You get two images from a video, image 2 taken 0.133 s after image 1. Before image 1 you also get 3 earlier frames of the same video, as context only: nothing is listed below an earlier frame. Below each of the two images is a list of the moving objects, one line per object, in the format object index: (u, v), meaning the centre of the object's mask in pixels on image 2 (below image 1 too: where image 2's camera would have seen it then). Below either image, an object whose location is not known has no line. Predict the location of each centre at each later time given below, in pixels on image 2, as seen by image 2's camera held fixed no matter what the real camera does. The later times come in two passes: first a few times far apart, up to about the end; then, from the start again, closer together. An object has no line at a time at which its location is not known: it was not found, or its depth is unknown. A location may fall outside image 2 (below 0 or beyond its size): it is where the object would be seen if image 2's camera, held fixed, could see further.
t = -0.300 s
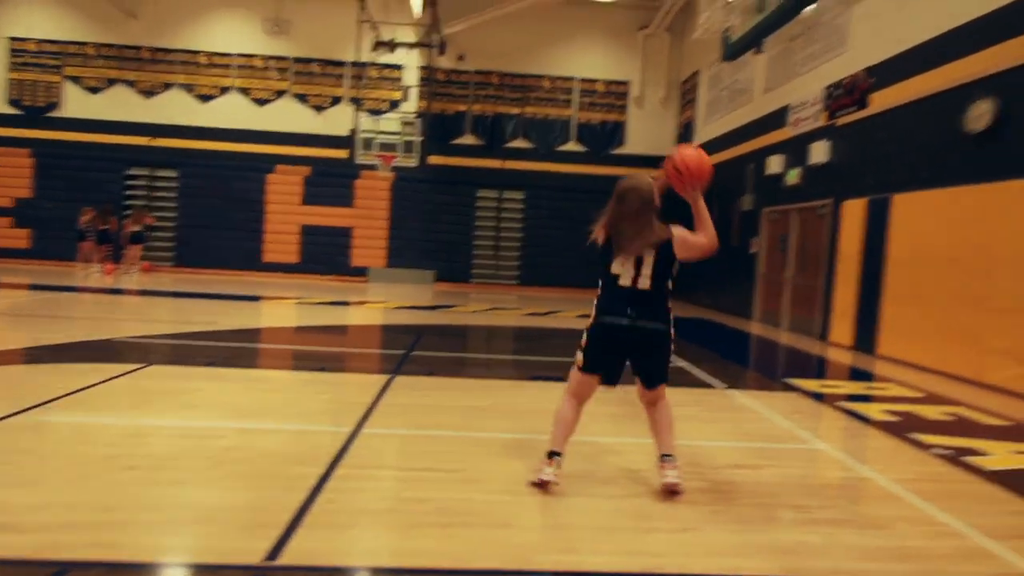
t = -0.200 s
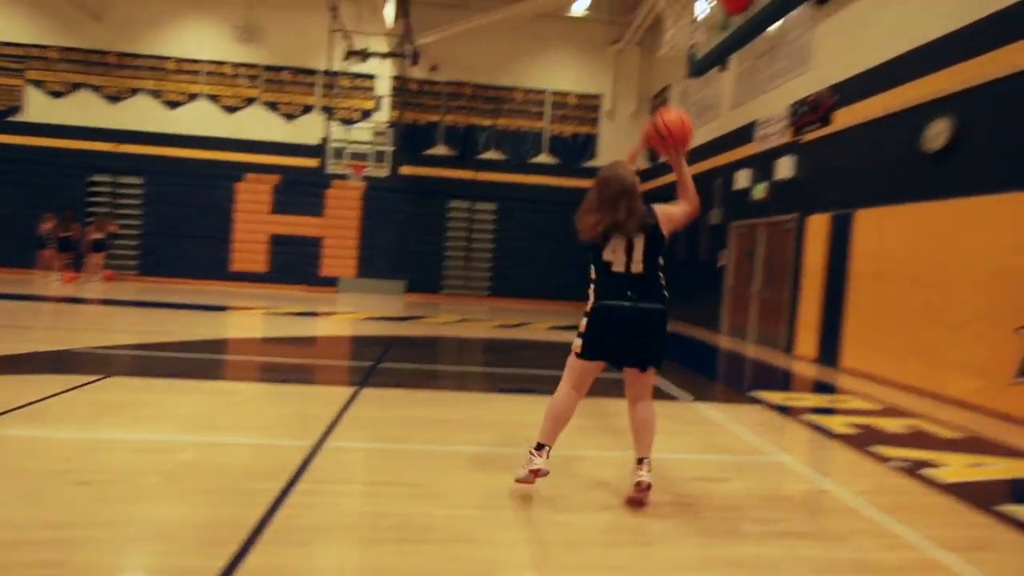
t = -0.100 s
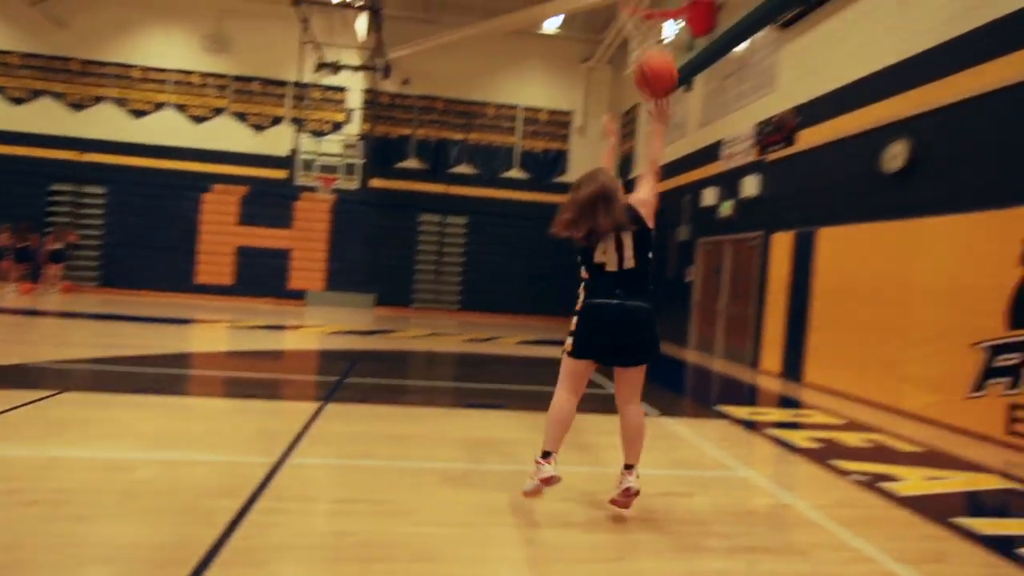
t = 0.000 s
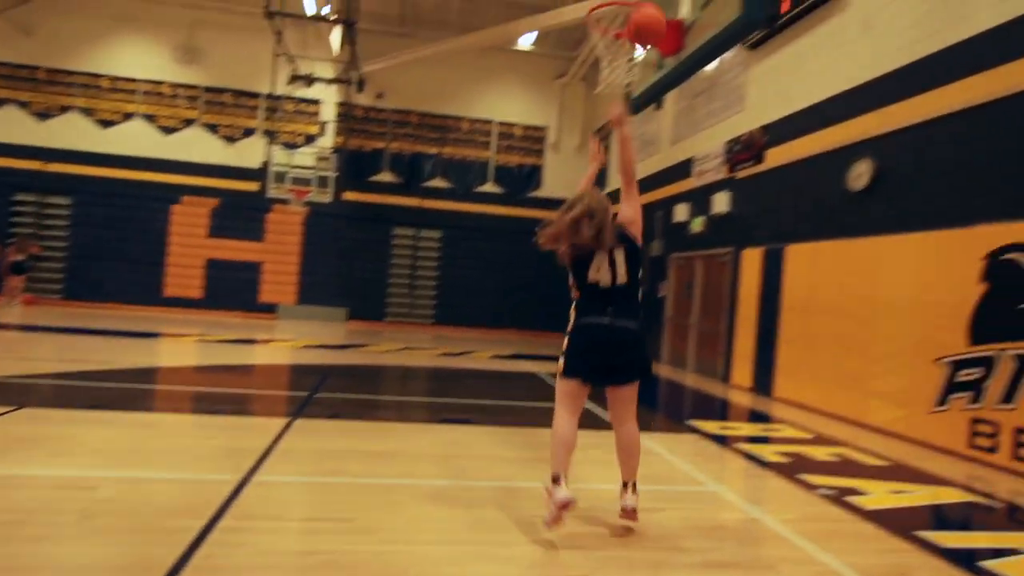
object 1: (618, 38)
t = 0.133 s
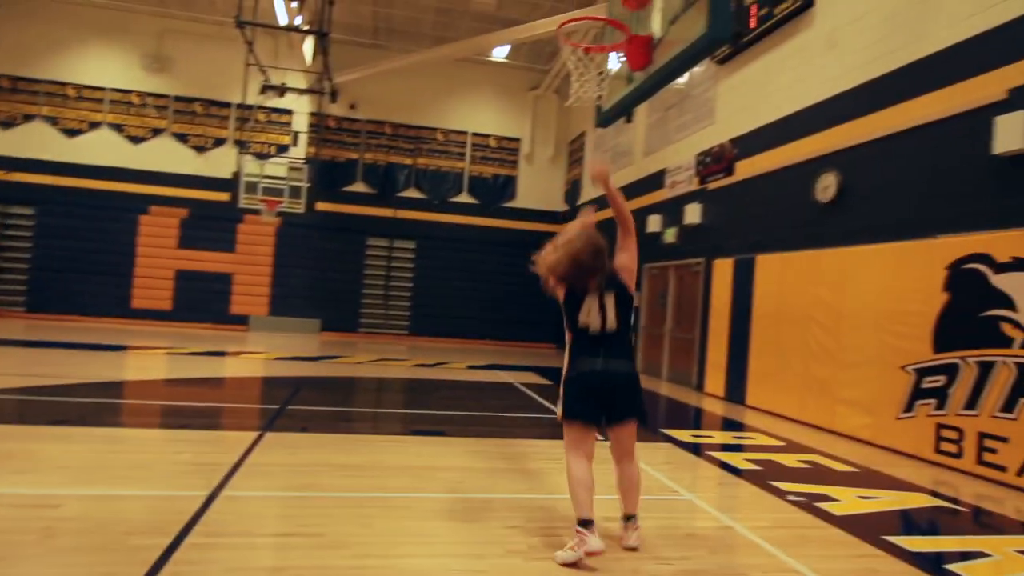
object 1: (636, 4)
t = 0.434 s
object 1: (613, -1)
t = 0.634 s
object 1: (575, 50)
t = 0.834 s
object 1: (571, 107)
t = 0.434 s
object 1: (613, -1)
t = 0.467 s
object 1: (606, 2)
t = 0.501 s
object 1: (601, 6)
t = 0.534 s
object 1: (594, 11)
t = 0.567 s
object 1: (587, 24)
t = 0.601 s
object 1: (579, 38)
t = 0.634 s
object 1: (575, 50)
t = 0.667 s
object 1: (572, 60)
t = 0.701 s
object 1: (571, 72)
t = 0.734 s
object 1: (572, 77)
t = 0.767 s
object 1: (571, 90)
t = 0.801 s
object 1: (571, 97)
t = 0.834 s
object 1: (571, 107)
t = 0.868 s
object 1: (572, 120)
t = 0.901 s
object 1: (573, 134)
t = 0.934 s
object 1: (572, 151)
